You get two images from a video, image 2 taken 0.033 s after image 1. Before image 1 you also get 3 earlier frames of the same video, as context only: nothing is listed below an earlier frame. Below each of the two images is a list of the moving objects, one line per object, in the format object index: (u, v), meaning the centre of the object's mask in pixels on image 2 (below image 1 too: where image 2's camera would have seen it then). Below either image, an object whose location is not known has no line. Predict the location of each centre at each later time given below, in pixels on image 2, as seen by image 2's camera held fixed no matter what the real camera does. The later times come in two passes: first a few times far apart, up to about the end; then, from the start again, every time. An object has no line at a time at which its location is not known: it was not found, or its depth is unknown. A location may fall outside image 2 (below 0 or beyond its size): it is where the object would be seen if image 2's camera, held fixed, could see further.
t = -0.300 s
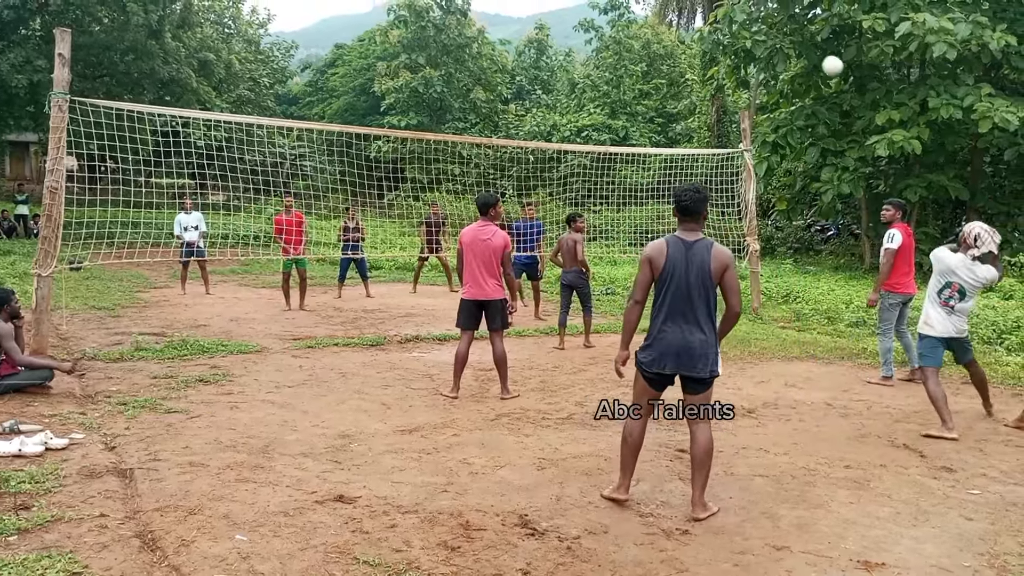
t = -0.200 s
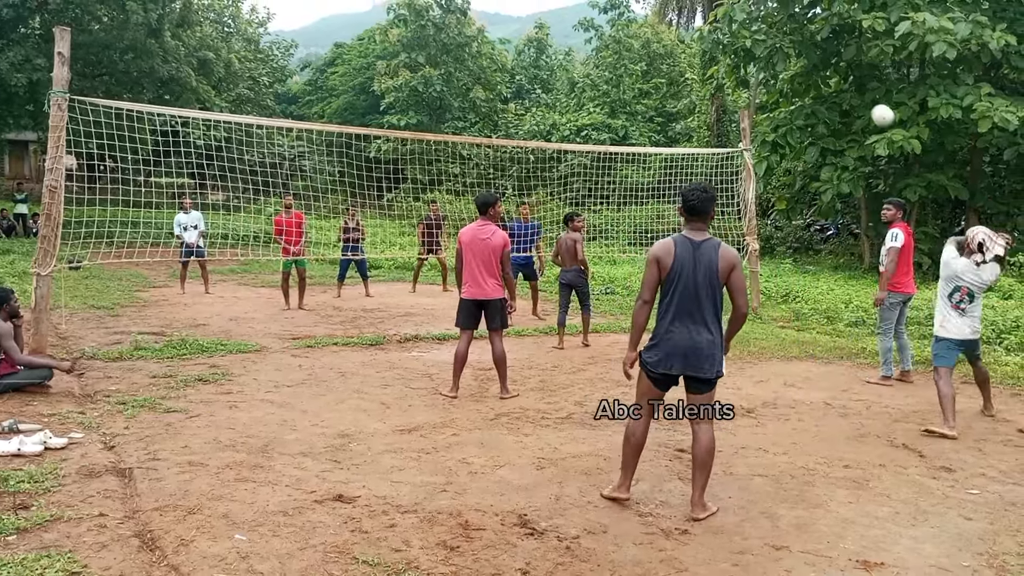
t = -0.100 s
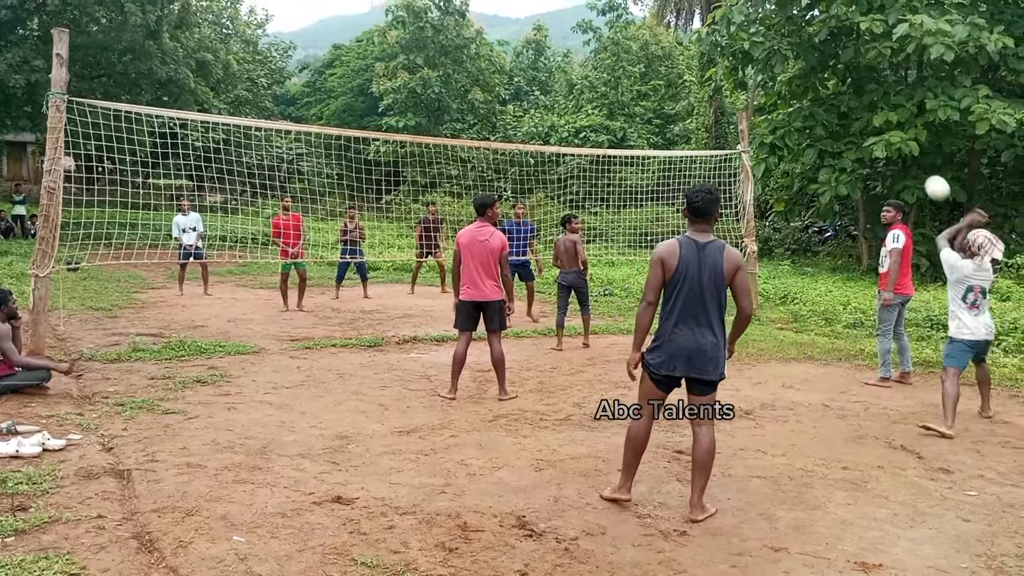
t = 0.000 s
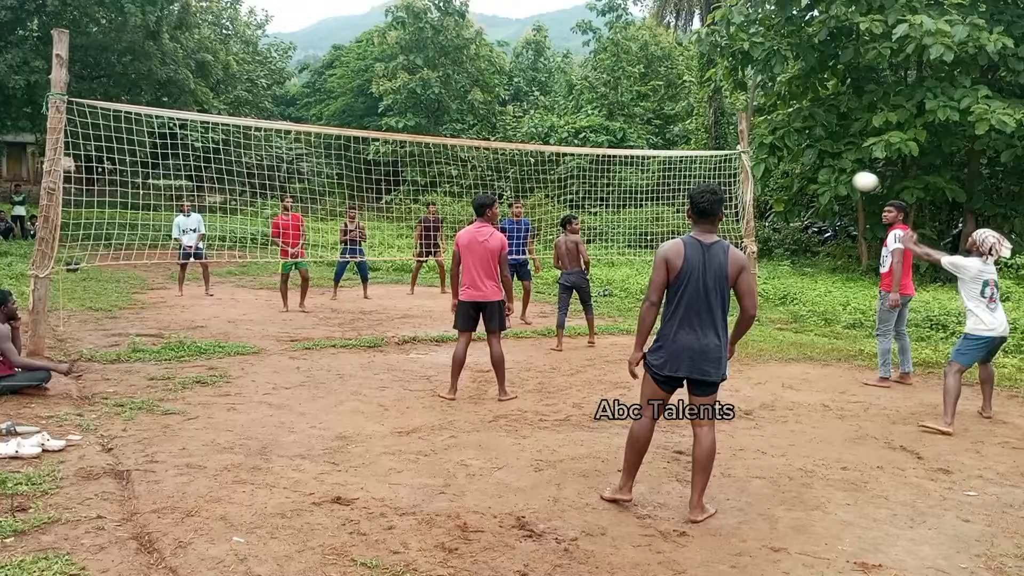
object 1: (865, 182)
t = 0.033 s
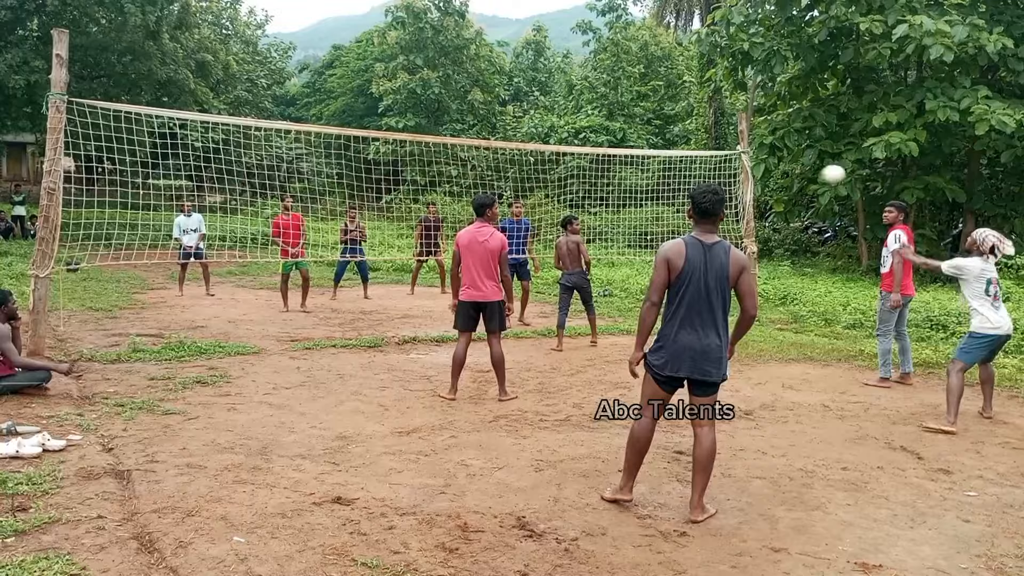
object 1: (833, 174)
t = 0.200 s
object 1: (702, 158)
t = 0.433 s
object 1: (575, 180)
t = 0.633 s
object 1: (546, 204)
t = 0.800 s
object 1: (565, 233)
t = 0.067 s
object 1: (804, 169)
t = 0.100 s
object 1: (776, 163)
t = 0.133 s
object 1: (750, 160)
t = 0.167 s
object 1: (725, 159)
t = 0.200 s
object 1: (702, 158)
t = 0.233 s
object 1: (681, 158)
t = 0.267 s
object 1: (660, 159)
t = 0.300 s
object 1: (641, 162)
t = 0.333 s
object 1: (623, 166)
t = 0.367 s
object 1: (606, 170)
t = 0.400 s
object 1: (590, 175)
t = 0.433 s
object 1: (575, 180)
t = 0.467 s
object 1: (560, 187)
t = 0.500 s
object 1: (549, 191)
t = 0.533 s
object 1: (544, 193)
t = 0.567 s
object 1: (543, 196)
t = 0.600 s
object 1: (544, 200)
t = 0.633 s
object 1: (546, 204)
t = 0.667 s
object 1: (549, 207)
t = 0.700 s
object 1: (553, 212)
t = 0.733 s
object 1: (557, 219)
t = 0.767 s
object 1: (561, 226)
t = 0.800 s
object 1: (565, 233)
